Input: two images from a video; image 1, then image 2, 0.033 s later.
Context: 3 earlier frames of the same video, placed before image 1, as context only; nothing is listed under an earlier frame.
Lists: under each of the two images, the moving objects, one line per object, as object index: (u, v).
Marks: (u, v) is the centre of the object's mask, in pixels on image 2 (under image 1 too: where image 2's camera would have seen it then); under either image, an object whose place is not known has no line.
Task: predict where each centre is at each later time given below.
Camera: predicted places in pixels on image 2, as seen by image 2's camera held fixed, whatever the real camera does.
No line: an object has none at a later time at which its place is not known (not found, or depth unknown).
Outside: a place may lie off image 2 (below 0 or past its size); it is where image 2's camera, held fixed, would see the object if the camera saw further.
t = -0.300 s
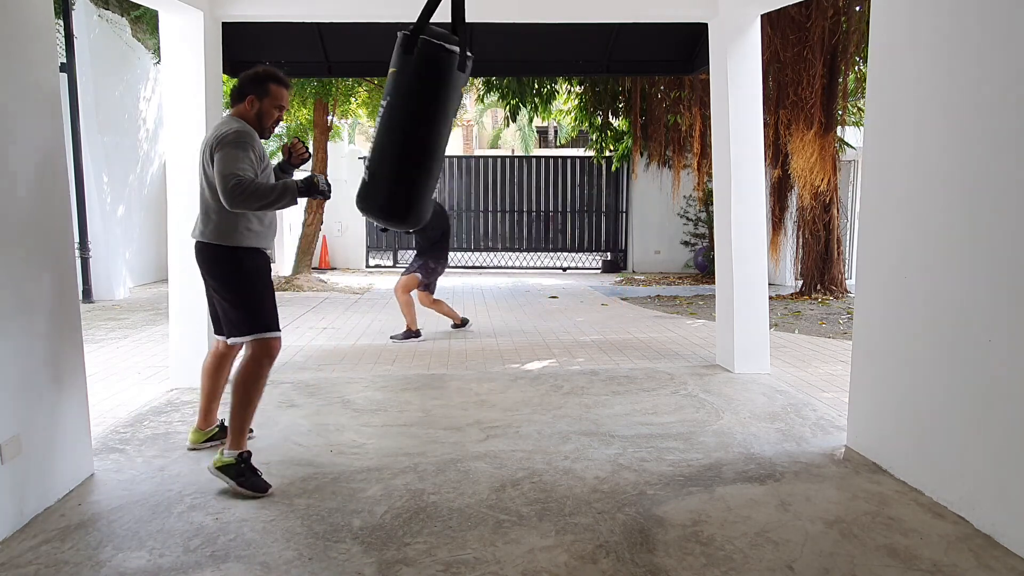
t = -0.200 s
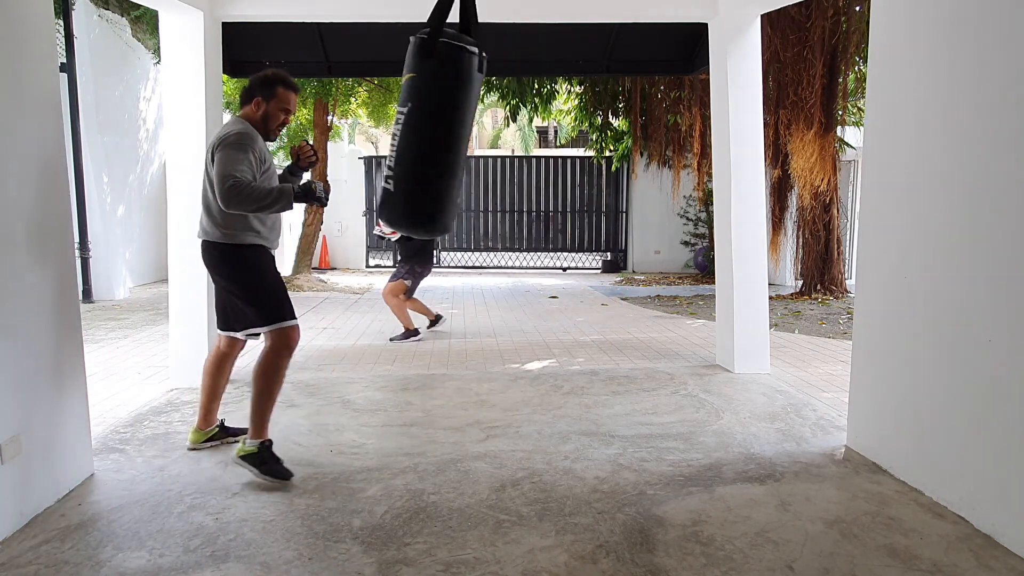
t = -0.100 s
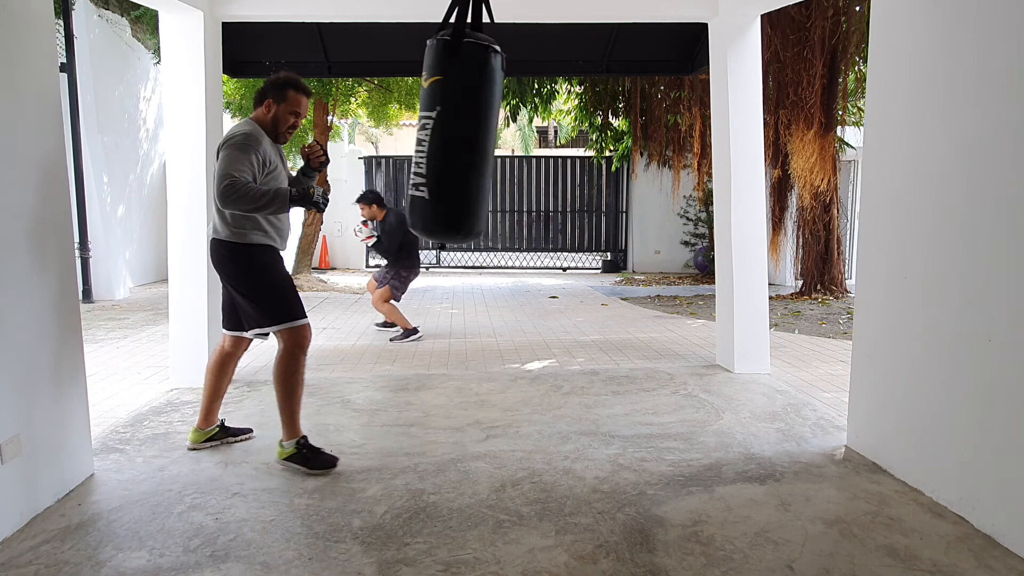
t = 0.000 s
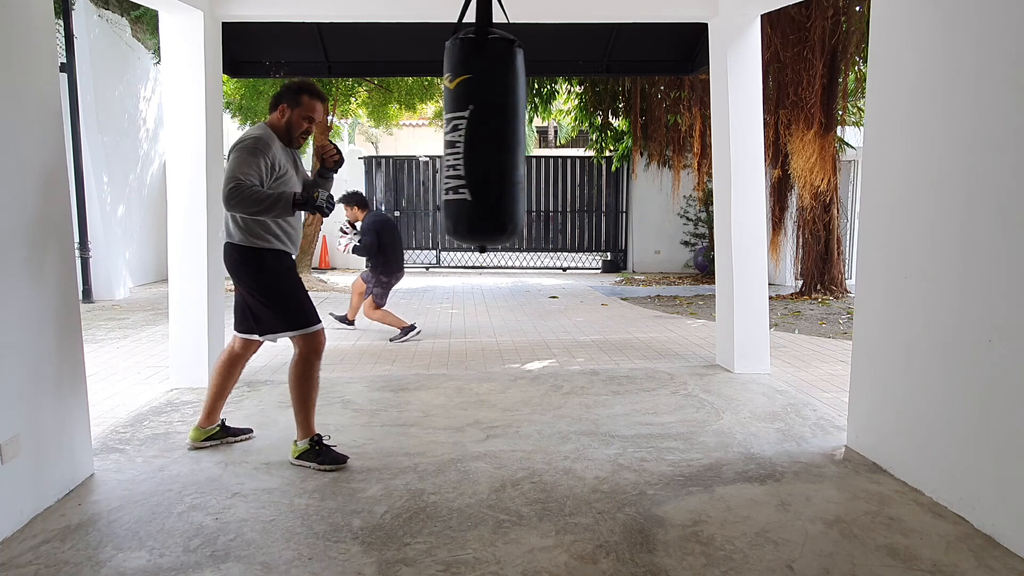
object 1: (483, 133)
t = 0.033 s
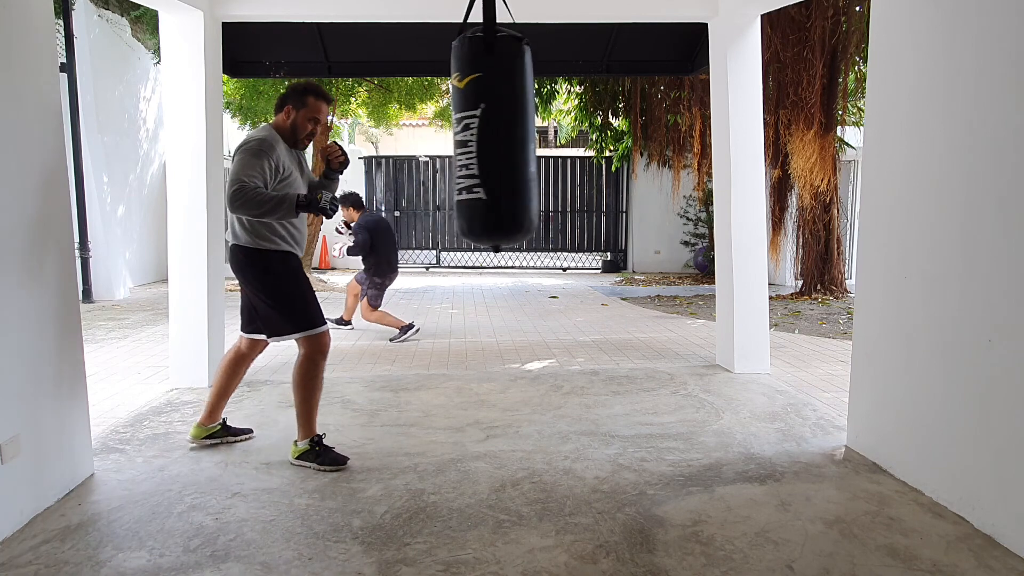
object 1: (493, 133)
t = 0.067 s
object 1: (503, 133)
